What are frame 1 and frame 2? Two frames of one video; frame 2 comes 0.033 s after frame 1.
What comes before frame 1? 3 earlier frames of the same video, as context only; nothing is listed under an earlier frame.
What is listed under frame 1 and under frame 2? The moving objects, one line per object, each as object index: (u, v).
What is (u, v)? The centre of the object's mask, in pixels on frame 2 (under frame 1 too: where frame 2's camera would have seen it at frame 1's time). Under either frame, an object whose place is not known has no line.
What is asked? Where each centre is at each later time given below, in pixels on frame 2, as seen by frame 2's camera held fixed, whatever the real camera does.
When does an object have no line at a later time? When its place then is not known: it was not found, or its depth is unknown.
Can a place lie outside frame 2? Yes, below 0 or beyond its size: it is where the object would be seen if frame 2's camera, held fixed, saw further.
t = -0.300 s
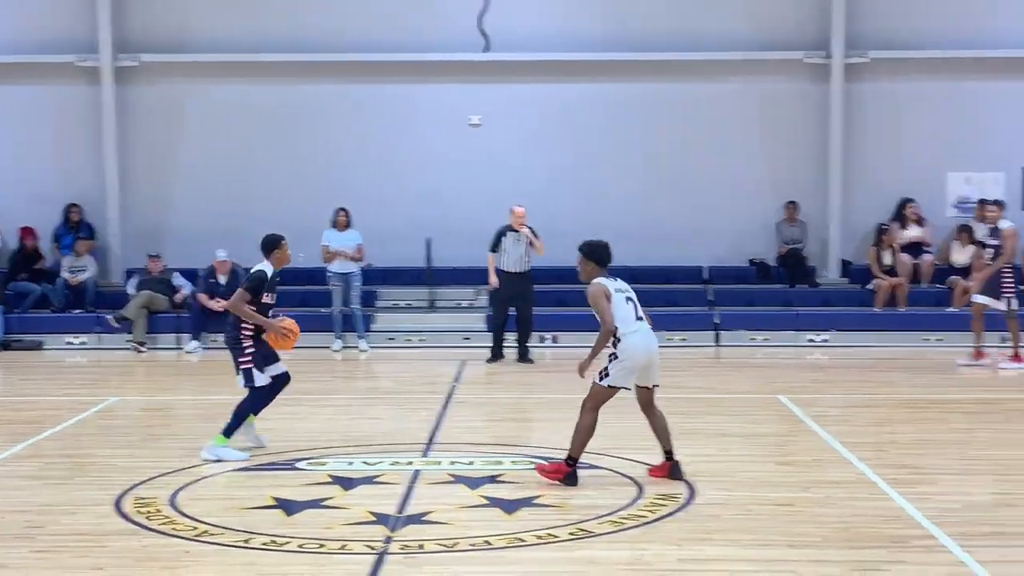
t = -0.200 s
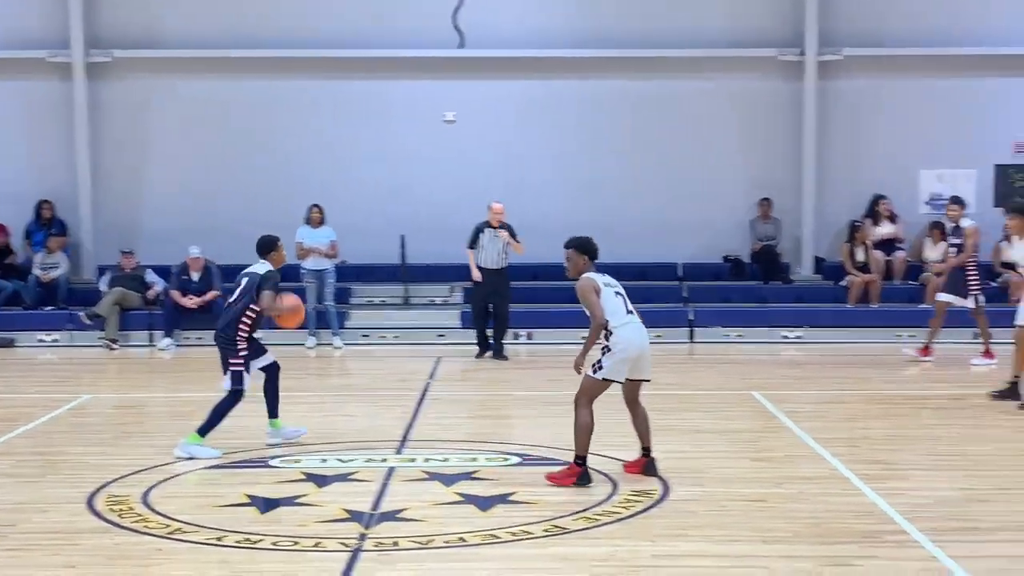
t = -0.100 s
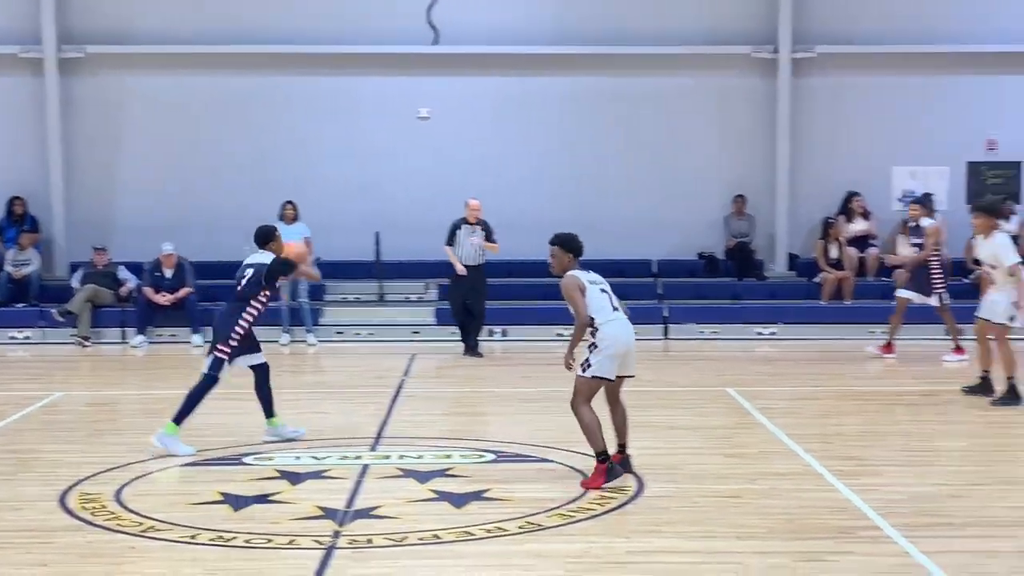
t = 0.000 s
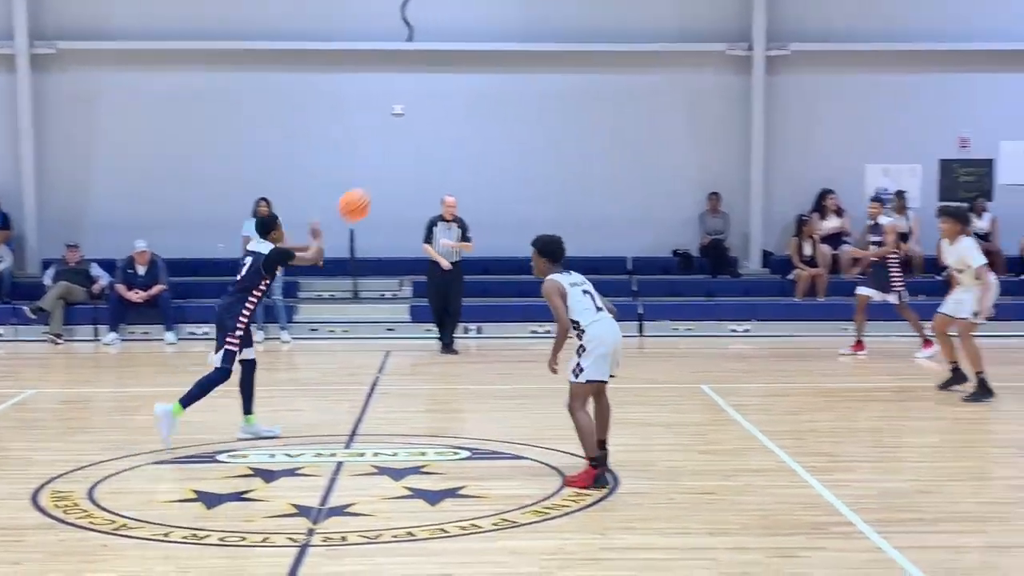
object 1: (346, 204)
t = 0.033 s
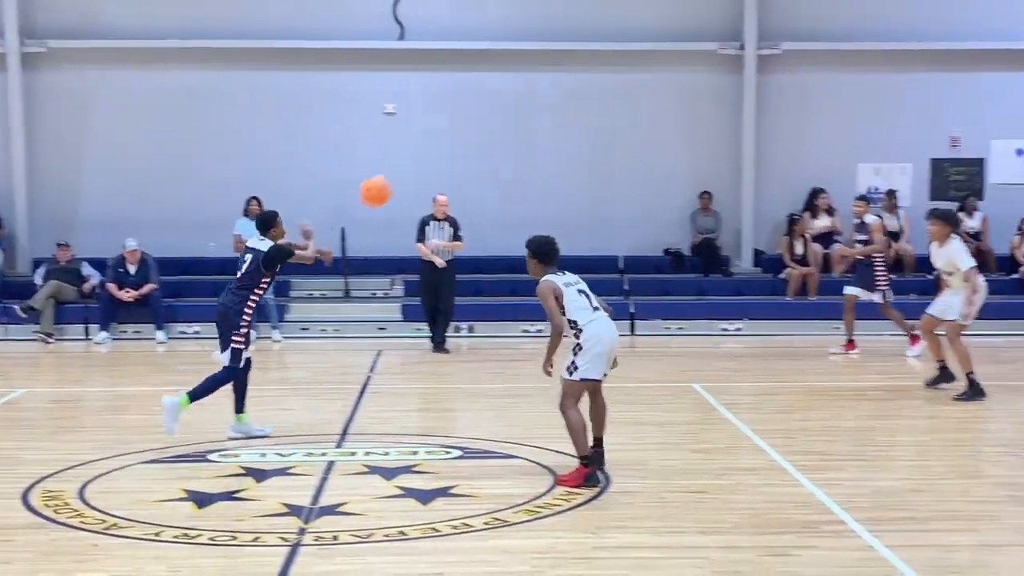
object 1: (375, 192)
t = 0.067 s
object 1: (403, 181)
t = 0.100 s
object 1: (429, 171)
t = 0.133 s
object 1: (454, 164)
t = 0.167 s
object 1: (477, 158)
